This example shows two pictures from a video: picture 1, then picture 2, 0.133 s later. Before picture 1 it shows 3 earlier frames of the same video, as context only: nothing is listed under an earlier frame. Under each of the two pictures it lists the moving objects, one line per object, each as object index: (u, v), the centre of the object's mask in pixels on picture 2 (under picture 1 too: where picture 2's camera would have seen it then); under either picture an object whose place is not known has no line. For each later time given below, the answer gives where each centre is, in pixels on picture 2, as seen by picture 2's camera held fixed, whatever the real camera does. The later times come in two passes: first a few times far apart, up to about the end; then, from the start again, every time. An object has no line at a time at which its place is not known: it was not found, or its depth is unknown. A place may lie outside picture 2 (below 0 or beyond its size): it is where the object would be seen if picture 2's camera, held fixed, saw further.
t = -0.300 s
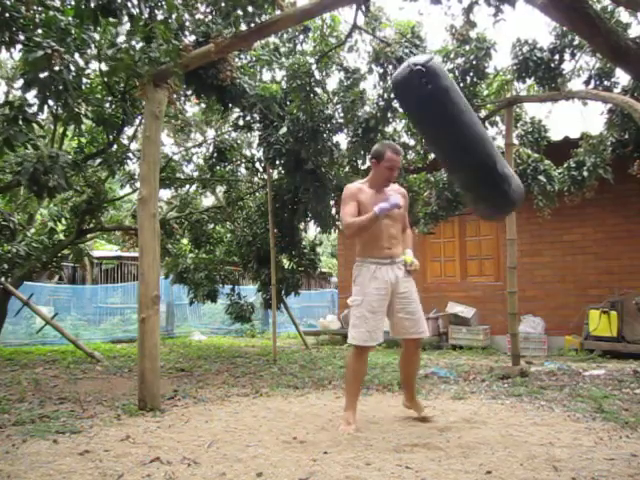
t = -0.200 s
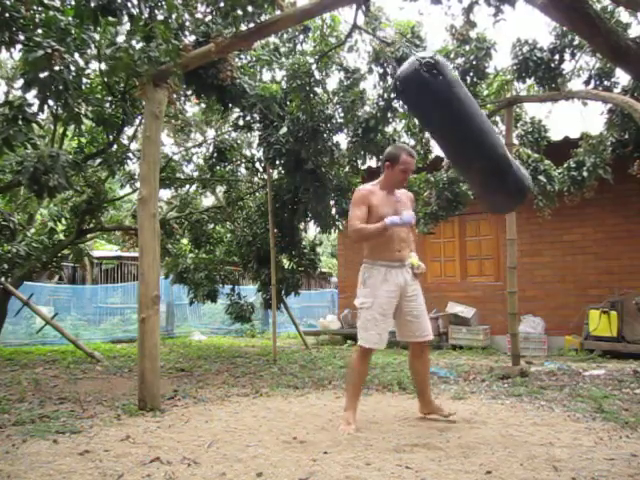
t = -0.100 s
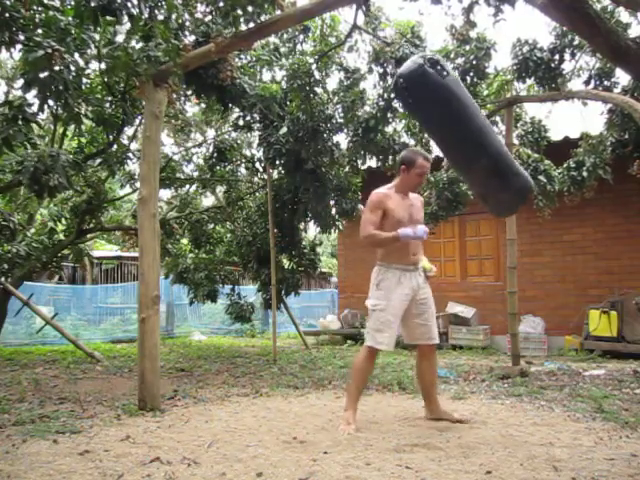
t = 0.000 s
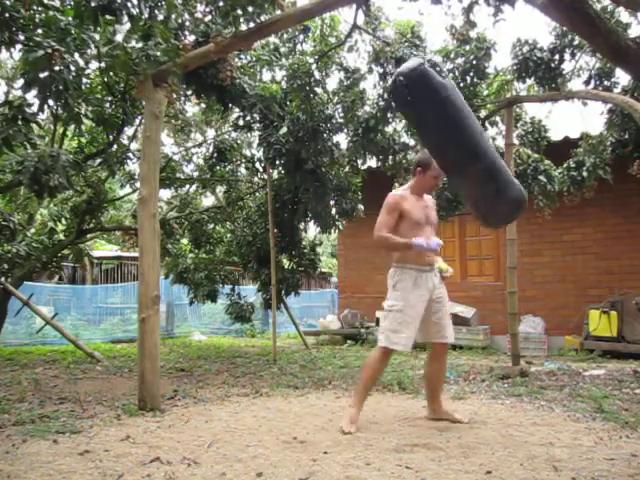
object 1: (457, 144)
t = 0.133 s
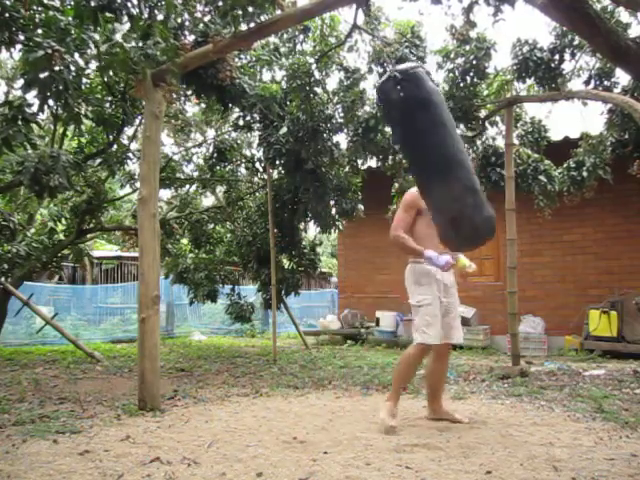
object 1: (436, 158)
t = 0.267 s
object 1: (397, 170)
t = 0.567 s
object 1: (285, 147)
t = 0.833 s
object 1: (240, 116)
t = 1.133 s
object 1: (273, 146)
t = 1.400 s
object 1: (363, 172)
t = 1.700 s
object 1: (446, 152)
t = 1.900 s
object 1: (463, 139)
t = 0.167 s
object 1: (429, 161)
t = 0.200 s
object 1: (419, 165)
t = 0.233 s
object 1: (409, 168)
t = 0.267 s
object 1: (397, 170)
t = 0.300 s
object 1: (385, 172)
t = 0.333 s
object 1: (373, 171)
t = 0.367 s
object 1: (359, 171)
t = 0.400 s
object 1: (346, 168)
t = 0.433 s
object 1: (332, 165)
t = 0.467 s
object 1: (320, 159)
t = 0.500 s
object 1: (306, 157)
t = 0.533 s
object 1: (295, 152)
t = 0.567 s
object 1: (285, 147)
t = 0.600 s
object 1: (275, 142)
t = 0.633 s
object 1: (266, 135)
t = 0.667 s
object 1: (259, 131)
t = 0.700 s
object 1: (253, 126)
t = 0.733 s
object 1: (247, 122)
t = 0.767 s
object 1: (244, 119)
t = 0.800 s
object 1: (242, 117)
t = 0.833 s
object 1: (240, 116)
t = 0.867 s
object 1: (240, 116)
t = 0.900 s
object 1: (241, 117)
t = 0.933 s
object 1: (242, 119)
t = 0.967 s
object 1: (245, 121)
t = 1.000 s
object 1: (248, 125)
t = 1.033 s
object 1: (254, 129)
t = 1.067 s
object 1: (259, 134)
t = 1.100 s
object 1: (265, 139)
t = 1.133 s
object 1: (273, 146)
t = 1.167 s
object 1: (283, 149)
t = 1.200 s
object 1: (291, 157)
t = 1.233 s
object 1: (302, 161)
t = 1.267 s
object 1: (313, 164)
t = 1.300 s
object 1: (325, 169)
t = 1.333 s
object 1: (338, 170)
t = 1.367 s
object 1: (350, 172)
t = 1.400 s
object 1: (363, 172)
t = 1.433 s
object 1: (374, 173)
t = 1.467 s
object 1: (385, 170)
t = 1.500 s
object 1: (397, 169)
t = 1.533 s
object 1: (407, 166)
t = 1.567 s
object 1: (416, 164)
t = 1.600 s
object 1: (425, 162)
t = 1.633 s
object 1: (433, 157)
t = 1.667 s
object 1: (441, 155)
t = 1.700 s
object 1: (446, 152)
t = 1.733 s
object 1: (451, 148)
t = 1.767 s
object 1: (455, 145)
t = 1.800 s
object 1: (459, 144)
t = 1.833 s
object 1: (461, 141)
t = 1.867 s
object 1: (463, 140)
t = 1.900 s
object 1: (463, 139)
